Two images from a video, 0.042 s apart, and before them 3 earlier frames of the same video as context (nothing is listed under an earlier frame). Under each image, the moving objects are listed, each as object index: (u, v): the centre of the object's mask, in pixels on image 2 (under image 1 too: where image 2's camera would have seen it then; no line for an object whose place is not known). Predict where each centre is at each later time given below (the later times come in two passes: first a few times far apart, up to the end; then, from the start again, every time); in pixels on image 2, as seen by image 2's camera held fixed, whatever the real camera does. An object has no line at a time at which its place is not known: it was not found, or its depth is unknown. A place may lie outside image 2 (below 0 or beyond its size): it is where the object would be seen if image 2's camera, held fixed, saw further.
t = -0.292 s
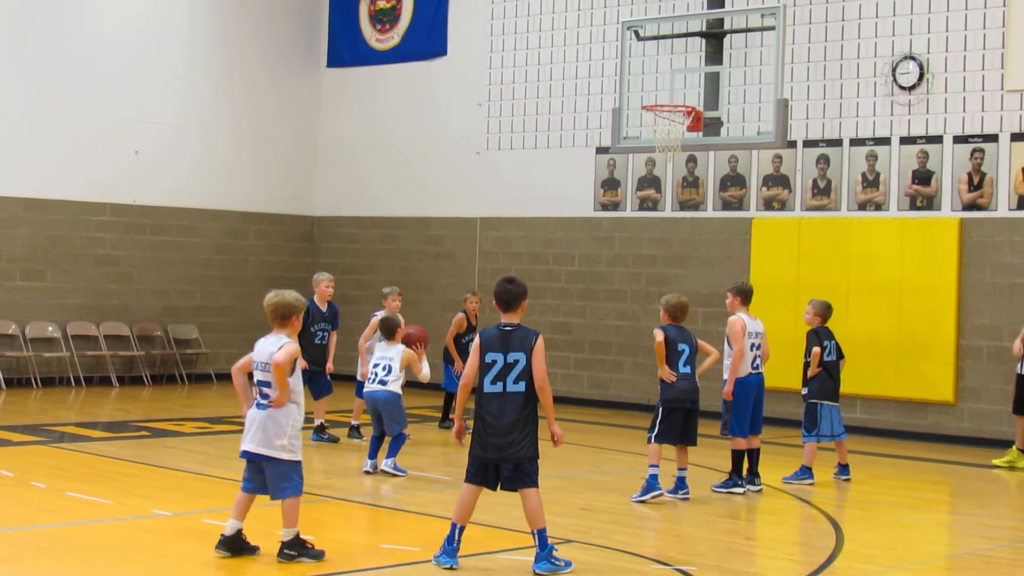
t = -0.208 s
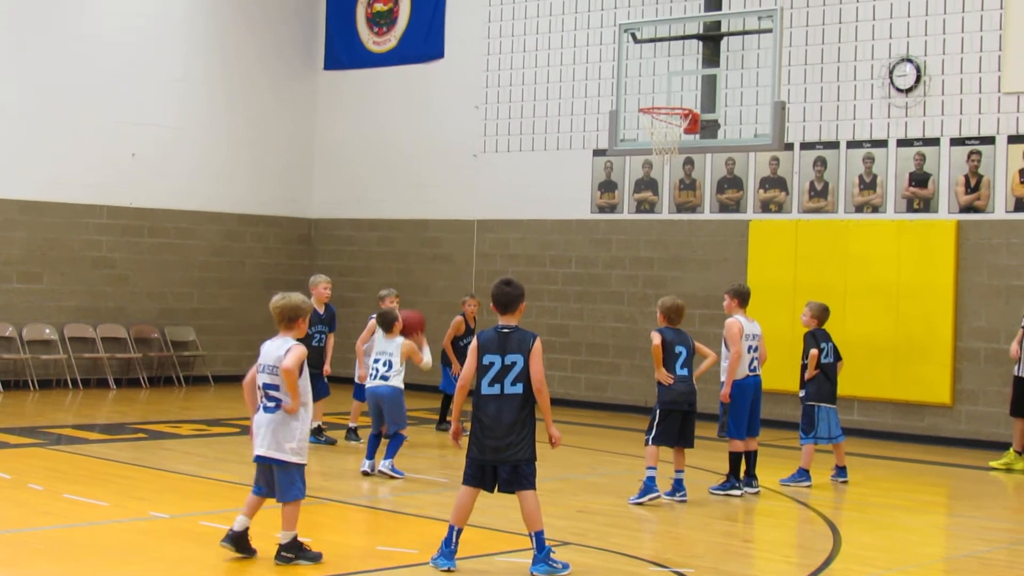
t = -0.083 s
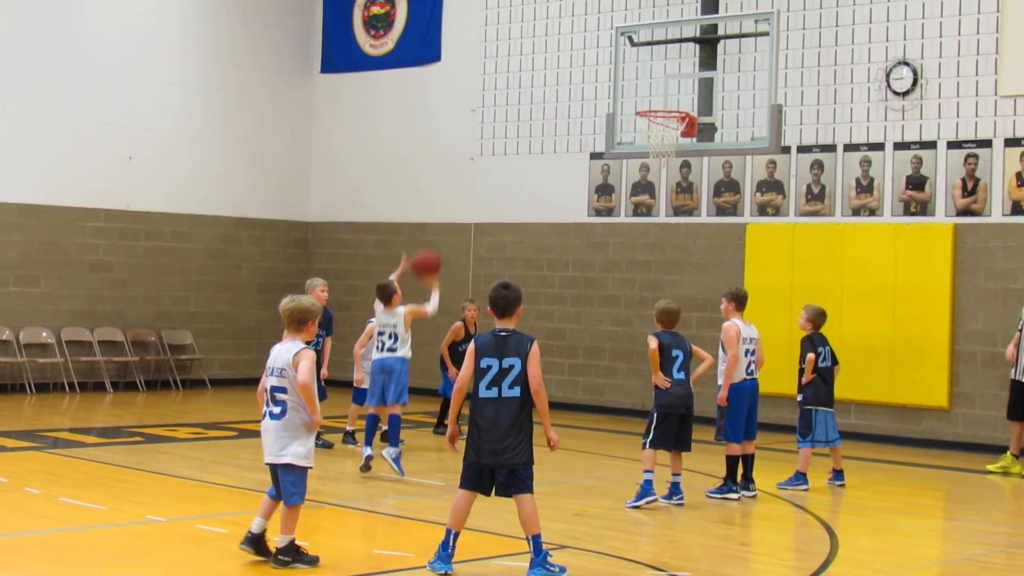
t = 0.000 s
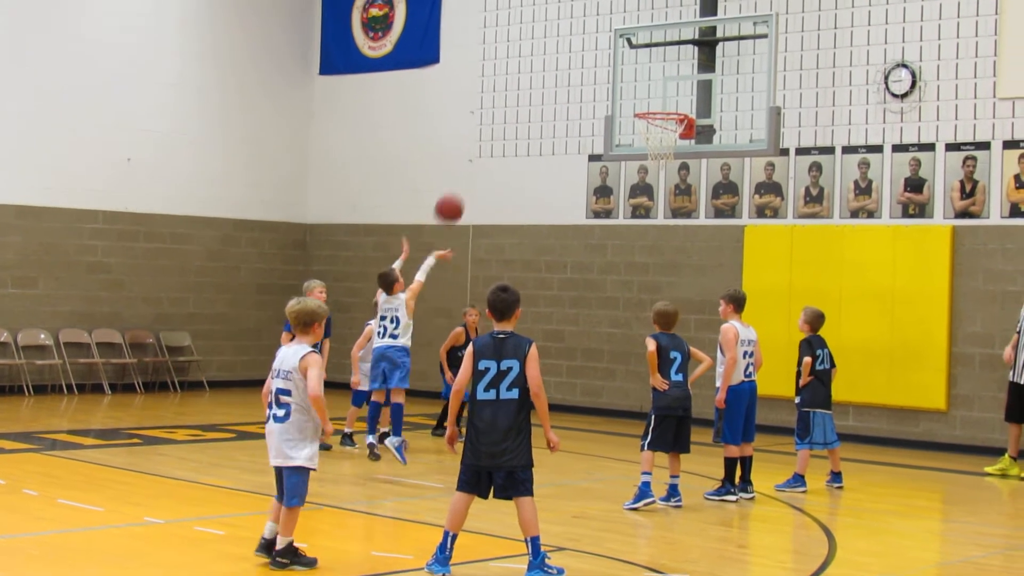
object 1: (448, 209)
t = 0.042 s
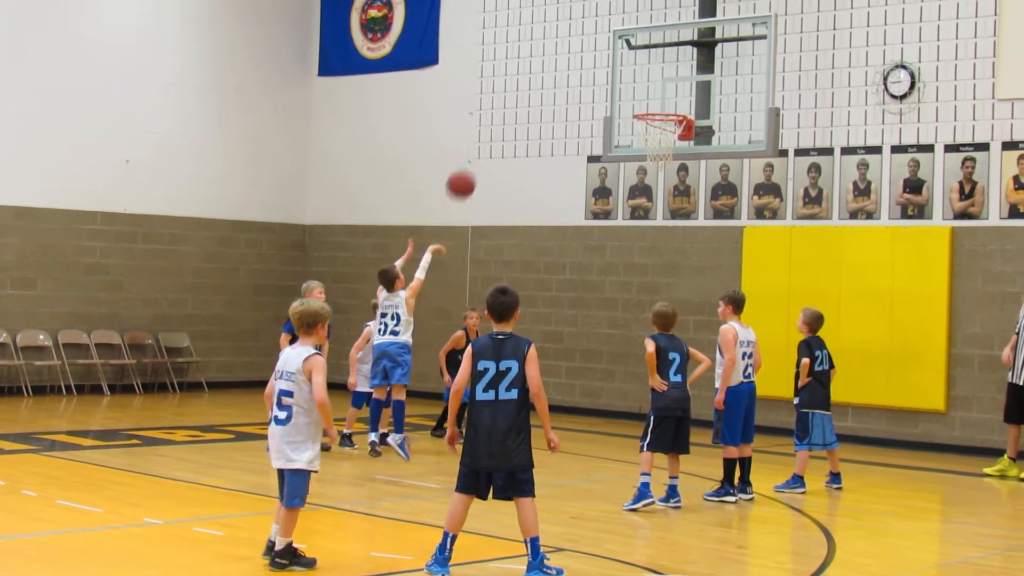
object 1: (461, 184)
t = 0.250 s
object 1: (522, 92)
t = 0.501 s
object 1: (588, 55)
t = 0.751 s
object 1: (646, 89)
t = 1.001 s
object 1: (665, 154)
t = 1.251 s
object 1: (635, 239)
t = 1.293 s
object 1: (630, 261)
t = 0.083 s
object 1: (474, 161)
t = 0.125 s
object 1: (486, 140)
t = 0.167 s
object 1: (498, 122)
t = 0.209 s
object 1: (510, 106)
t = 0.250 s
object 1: (522, 92)
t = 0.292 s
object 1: (533, 81)
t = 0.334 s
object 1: (545, 71)
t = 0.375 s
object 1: (556, 64)
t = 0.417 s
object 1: (567, 59)
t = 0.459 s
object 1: (578, 56)
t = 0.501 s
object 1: (588, 55)
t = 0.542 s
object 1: (598, 56)
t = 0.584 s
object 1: (608, 59)
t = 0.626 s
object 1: (618, 63)
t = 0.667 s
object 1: (628, 70)
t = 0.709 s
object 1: (637, 78)
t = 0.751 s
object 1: (646, 89)
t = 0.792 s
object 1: (655, 100)
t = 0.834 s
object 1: (664, 114)
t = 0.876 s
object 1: (673, 129)
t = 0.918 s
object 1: (673, 140)
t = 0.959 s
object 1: (669, 147)
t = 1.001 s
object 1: (665, 154)
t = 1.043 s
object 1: (660, 163)
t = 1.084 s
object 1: (656, 174)
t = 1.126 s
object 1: (649, 188)
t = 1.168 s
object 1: (644, 203)
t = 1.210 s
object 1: (640, 220)
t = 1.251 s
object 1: (635, 239)
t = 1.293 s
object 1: (630, 261)
